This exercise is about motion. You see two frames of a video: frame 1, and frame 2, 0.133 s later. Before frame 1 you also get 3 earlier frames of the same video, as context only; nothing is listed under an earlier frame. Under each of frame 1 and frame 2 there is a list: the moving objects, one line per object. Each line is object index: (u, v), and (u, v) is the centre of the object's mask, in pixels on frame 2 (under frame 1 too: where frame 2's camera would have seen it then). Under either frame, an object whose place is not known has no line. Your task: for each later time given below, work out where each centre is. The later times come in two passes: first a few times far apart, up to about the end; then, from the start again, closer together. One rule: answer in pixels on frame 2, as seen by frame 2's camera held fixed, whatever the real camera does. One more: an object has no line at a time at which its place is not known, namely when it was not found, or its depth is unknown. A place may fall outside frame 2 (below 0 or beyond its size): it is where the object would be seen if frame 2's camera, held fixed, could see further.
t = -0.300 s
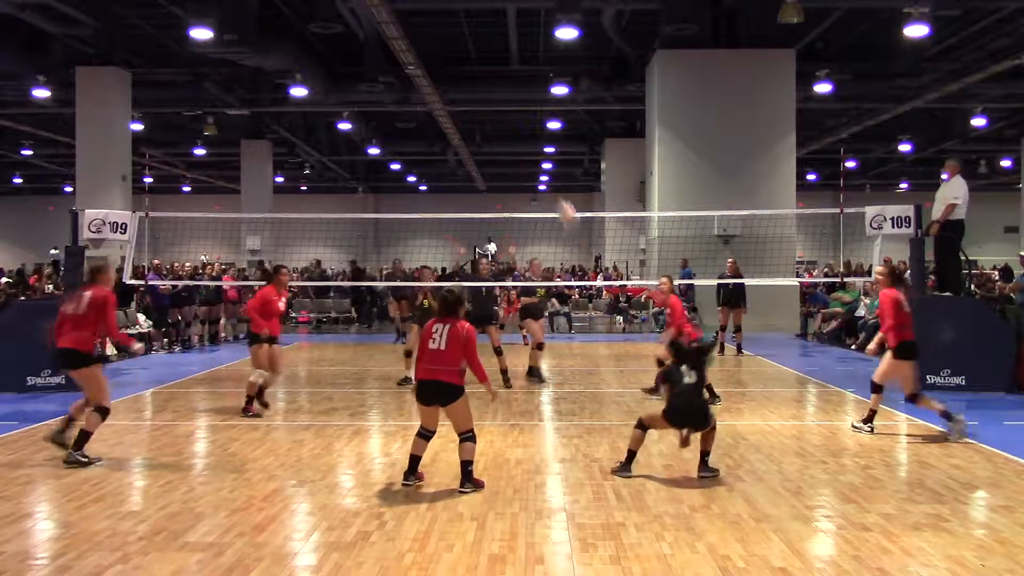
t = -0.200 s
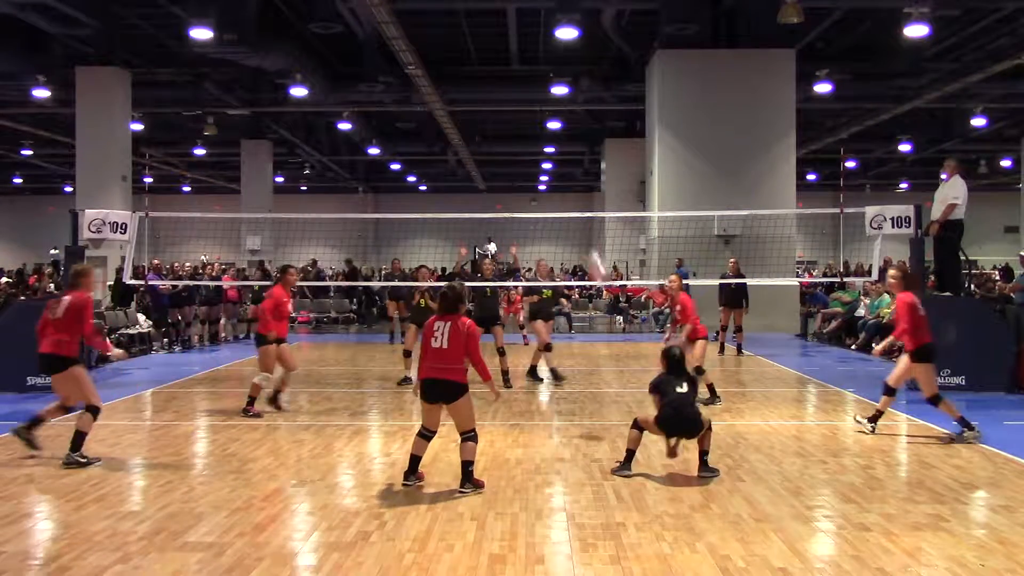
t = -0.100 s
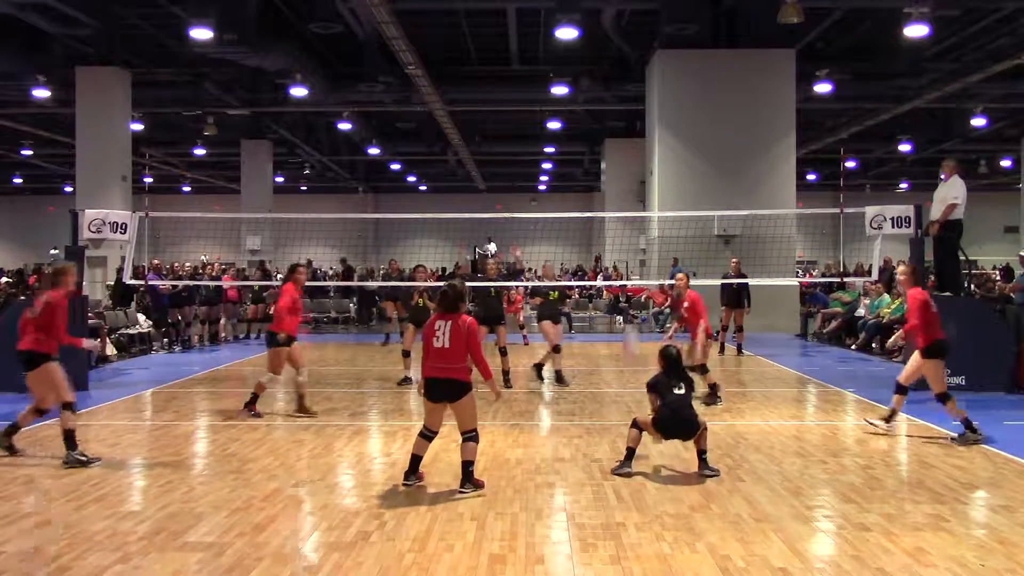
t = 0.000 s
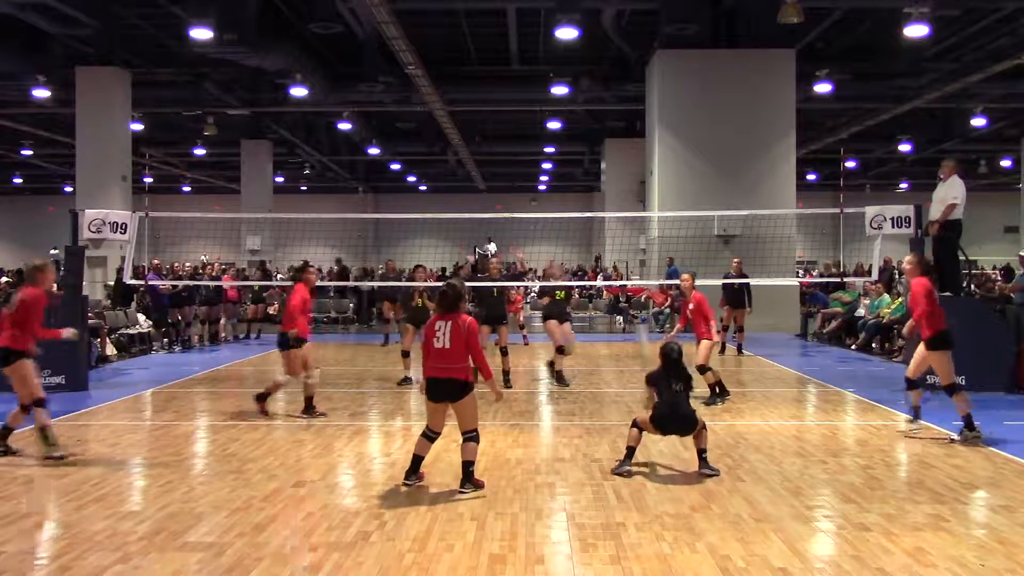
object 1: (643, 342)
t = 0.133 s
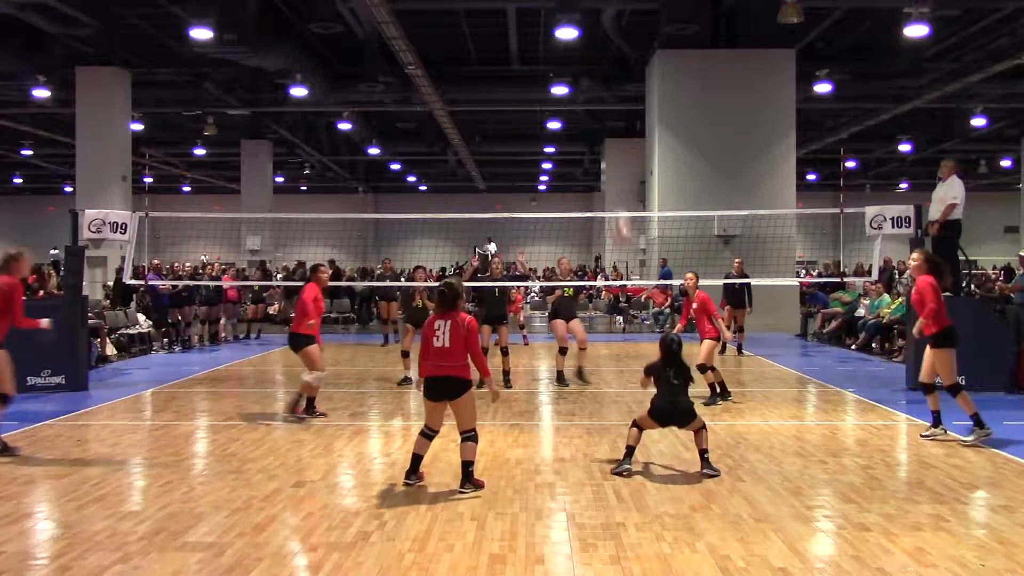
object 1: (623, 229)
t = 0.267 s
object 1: (602, 139)
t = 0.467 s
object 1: (577, 49)
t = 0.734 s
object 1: (546, 4)
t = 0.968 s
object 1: (523, 13)
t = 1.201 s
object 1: (502, 78)
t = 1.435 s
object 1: (483, 181)
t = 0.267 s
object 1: (602, 139)
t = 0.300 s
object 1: (598, 120)
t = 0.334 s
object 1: (593, 103)
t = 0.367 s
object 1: (589, 87)
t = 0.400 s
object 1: (584, 73)
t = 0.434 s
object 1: (580, 60)
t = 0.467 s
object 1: (577, 49)
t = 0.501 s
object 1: (573, 37)
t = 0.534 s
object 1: (568, 28)
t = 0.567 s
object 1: (565, 15)
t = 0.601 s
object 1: (561, 13)
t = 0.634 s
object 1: (557, 10)
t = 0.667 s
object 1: (554, 7)
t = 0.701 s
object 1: (551, 5)
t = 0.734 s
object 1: (546, 4)
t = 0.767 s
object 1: (543, 4)
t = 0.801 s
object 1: (539, 4)
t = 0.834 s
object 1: (535, 4)
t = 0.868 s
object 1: (532, 5)
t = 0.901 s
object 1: (530, 7)
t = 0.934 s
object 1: (526, 9)
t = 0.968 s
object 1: (523, 13)
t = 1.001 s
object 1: (520, 19)
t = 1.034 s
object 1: (517, 27)
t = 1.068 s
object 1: (514, 36)
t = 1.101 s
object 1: (511, 45)
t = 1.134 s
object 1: (508, 55)
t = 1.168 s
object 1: (505, 66)
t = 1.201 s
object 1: (502, 78)
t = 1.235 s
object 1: (499, 89)
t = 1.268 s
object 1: (496, 104)
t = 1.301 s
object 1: (493, 119)
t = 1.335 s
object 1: (490, 134)
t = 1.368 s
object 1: (487, 150)
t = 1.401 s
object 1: (485, 166)
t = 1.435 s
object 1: (483, 181)
